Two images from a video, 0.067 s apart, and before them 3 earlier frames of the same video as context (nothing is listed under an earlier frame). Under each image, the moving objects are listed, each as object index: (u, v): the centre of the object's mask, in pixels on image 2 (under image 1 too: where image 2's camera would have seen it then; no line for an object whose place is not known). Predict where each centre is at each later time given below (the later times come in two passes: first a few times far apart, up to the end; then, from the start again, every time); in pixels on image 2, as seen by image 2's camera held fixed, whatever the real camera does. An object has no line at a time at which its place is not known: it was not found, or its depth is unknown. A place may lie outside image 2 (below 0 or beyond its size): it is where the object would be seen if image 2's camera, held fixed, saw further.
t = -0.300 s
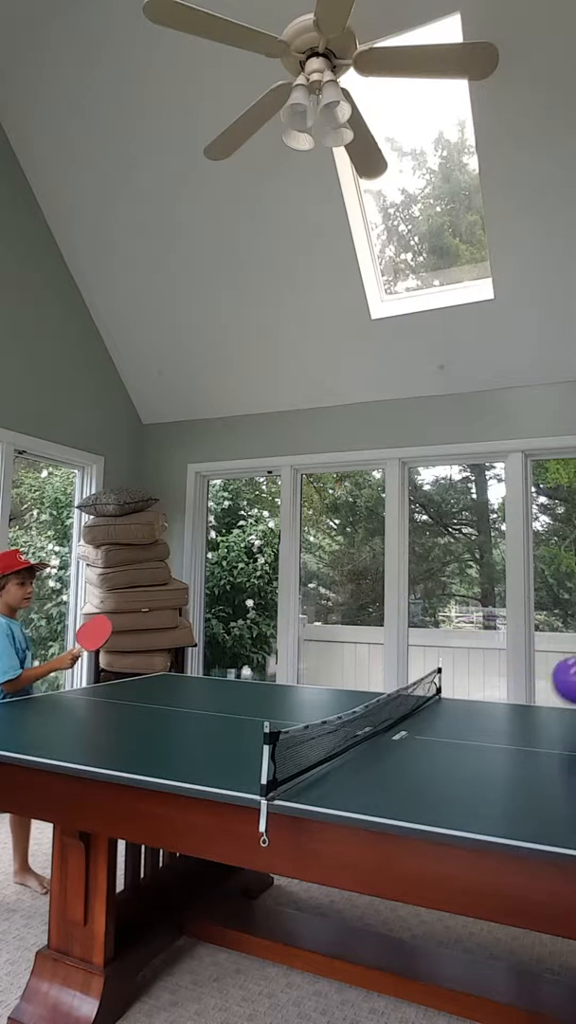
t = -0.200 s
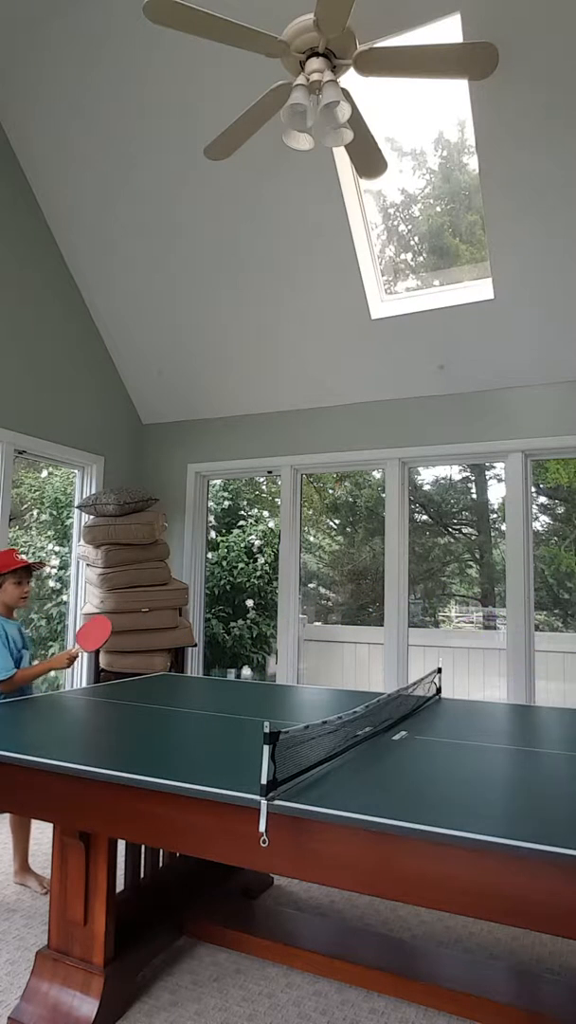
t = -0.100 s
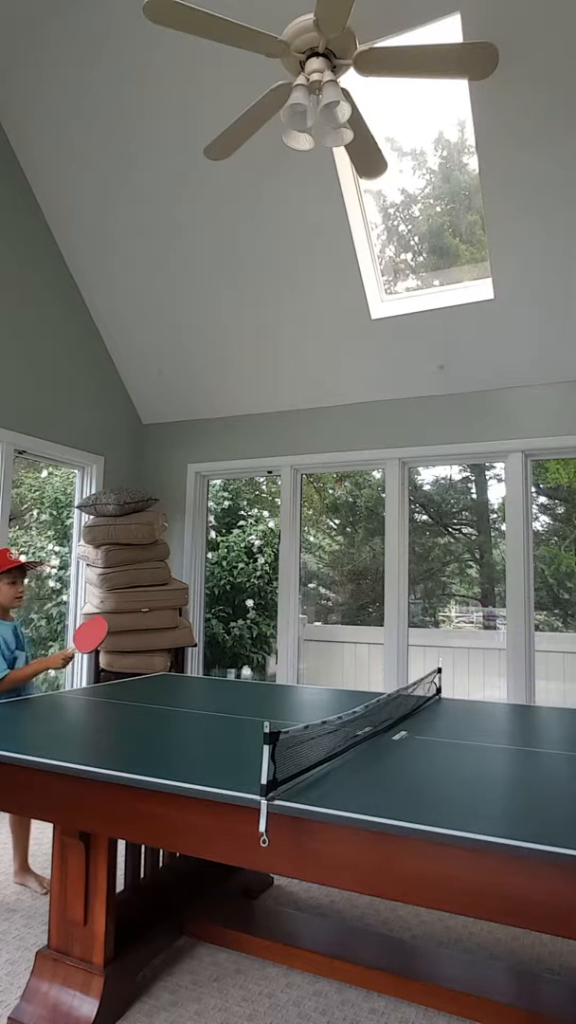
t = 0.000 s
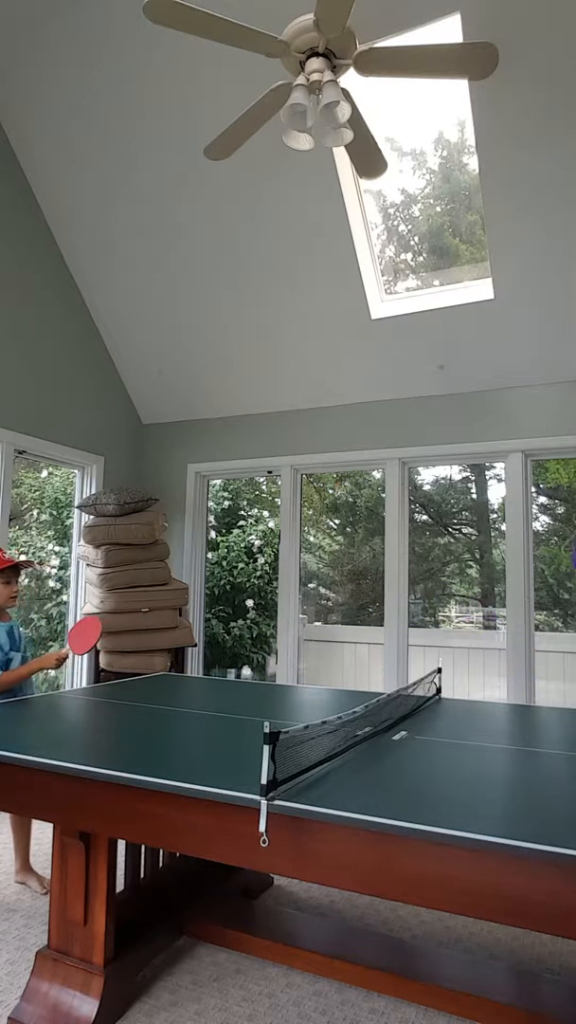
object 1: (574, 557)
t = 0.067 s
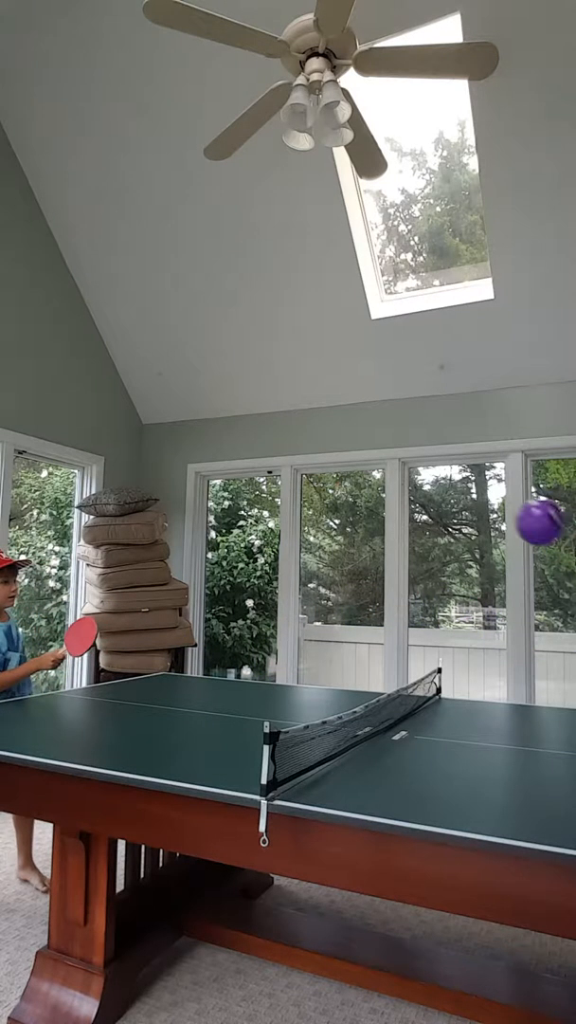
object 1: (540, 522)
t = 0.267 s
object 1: (388, 500)
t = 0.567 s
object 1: (174, 648)
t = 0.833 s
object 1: (97, 559)
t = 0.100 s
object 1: (514, 511)
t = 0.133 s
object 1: (489, 502)
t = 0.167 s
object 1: (463, 497)
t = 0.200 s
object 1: (437, 496)
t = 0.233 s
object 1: (413, 497)
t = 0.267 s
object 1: (388, 500)
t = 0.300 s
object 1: (364, 507)
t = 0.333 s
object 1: (340, 515)
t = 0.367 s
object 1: (315, 527)
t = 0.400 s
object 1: (291, 541)
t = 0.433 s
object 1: (266, 558)
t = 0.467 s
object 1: (243, 576)
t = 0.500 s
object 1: (220, 598)
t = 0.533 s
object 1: (197, 622)
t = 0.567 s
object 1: (174, 648)
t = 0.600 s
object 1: (152, 677)
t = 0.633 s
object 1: (137, 682)
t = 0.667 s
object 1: (130, 654)
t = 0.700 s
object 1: (123, 629)
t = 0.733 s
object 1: (116, 606)
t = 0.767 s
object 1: (110, 588)
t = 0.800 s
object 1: (104, 571)
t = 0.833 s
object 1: (97, 559)
